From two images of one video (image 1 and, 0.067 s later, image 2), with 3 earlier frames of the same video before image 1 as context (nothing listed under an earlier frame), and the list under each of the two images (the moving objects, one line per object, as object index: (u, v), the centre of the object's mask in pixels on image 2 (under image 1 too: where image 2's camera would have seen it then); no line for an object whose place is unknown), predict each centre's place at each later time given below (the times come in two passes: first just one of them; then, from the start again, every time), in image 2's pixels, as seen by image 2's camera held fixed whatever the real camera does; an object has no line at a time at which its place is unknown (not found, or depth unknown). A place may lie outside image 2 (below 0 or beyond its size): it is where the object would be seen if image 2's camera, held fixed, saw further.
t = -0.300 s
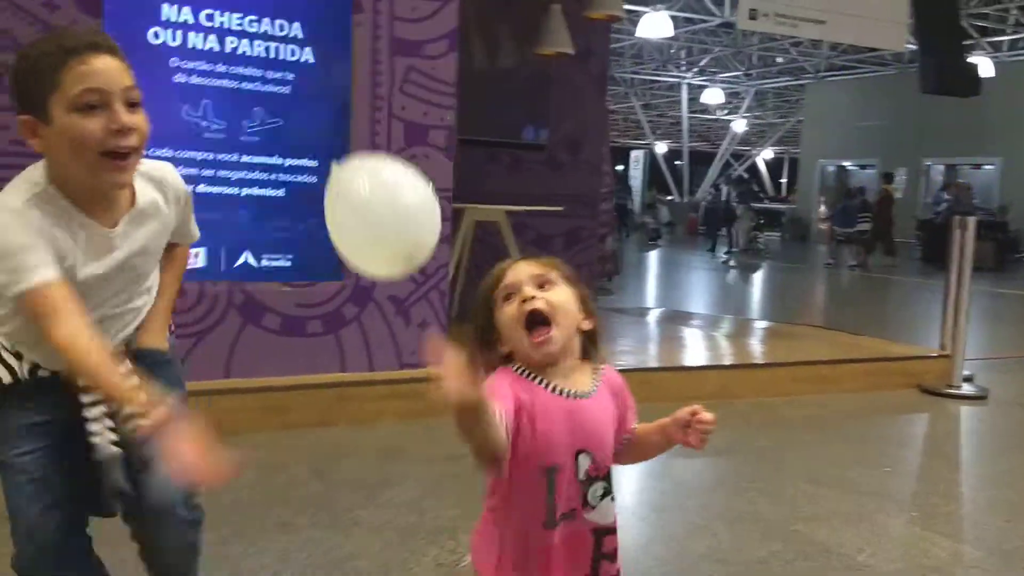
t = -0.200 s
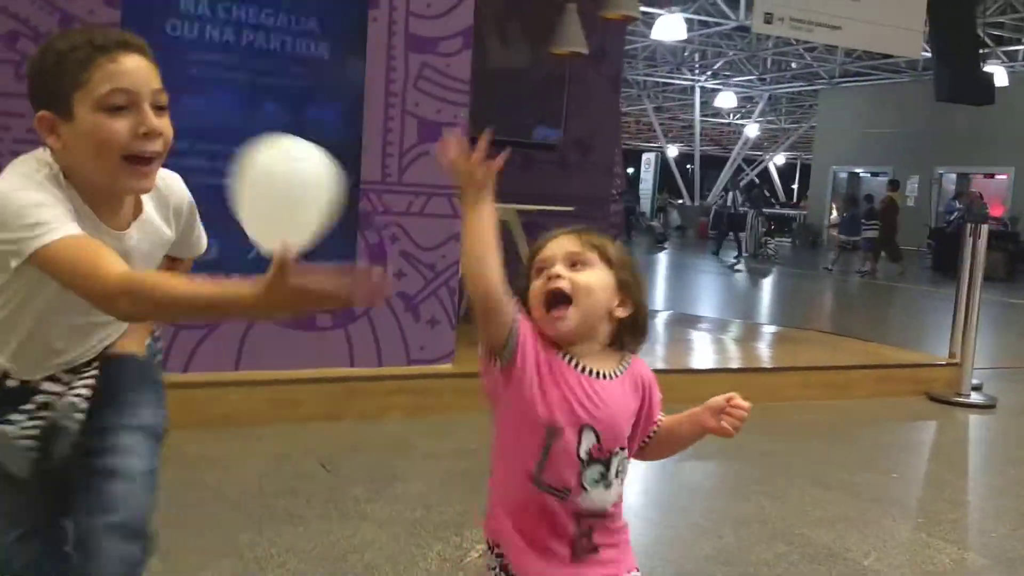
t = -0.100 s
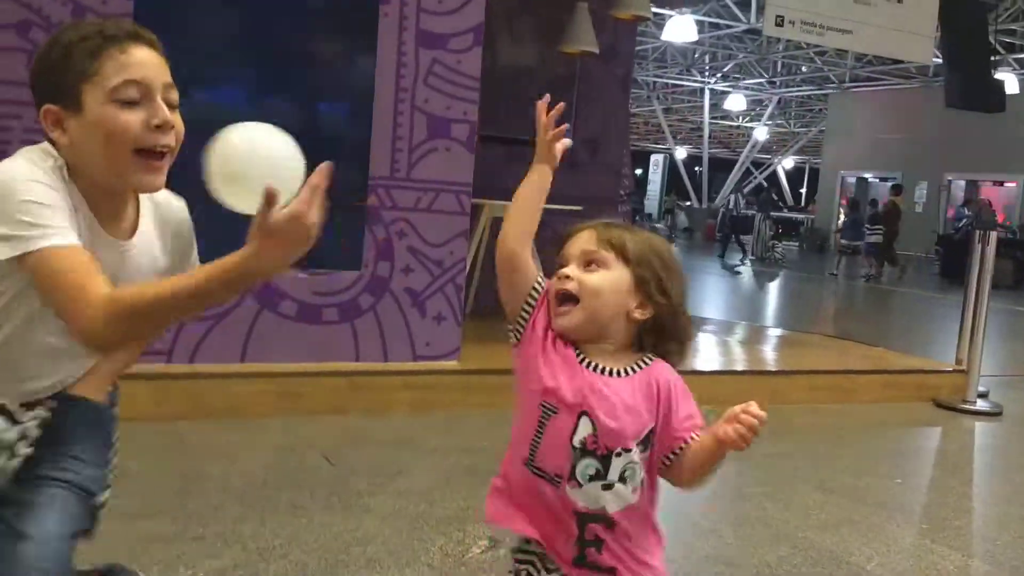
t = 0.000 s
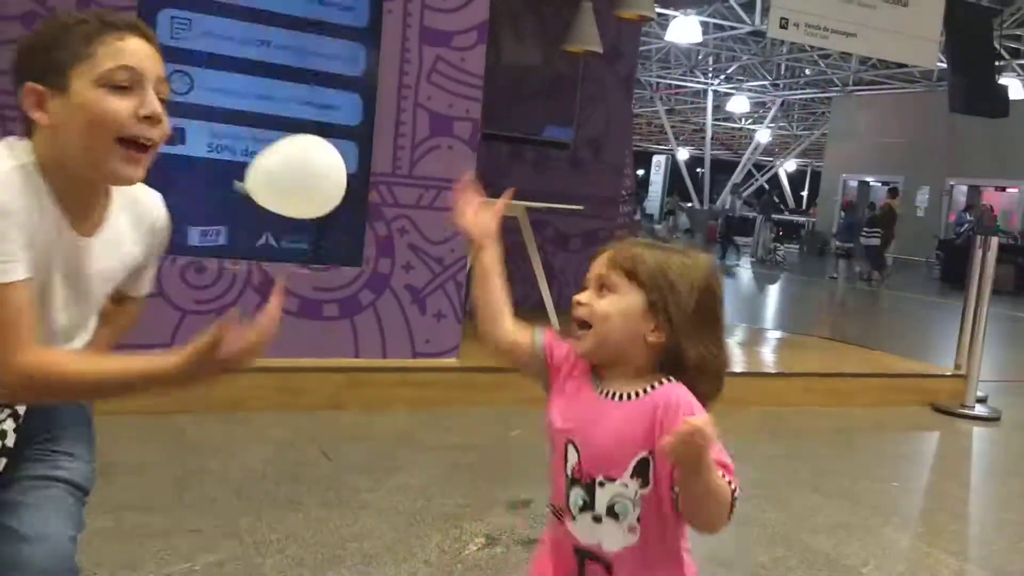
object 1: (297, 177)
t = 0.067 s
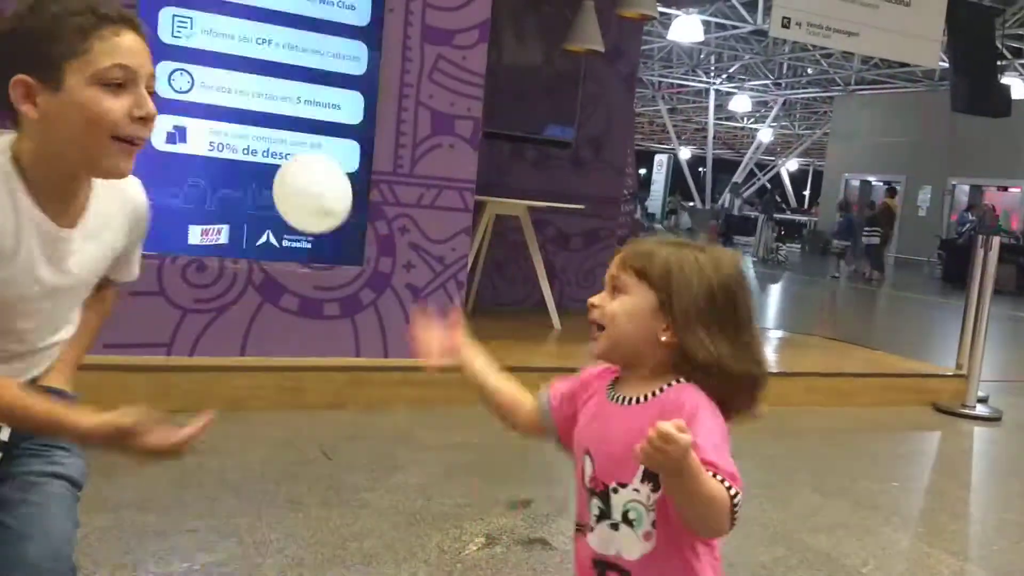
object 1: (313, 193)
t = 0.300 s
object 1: (336, 294)
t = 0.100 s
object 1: (319, 206)
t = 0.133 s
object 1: (324, 218)
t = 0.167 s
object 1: (328, 231)
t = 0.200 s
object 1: (332, 247)
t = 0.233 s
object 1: (338, 262)
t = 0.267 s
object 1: (339, 277)
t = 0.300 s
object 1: (336, 294)
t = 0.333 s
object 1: (334, 311)
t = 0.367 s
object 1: (334, 328)
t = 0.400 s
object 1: (330, 344)
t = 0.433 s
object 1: (326, 363)
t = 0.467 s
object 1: (322, 382)
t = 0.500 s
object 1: (319, 402)
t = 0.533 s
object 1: (317, 421)
